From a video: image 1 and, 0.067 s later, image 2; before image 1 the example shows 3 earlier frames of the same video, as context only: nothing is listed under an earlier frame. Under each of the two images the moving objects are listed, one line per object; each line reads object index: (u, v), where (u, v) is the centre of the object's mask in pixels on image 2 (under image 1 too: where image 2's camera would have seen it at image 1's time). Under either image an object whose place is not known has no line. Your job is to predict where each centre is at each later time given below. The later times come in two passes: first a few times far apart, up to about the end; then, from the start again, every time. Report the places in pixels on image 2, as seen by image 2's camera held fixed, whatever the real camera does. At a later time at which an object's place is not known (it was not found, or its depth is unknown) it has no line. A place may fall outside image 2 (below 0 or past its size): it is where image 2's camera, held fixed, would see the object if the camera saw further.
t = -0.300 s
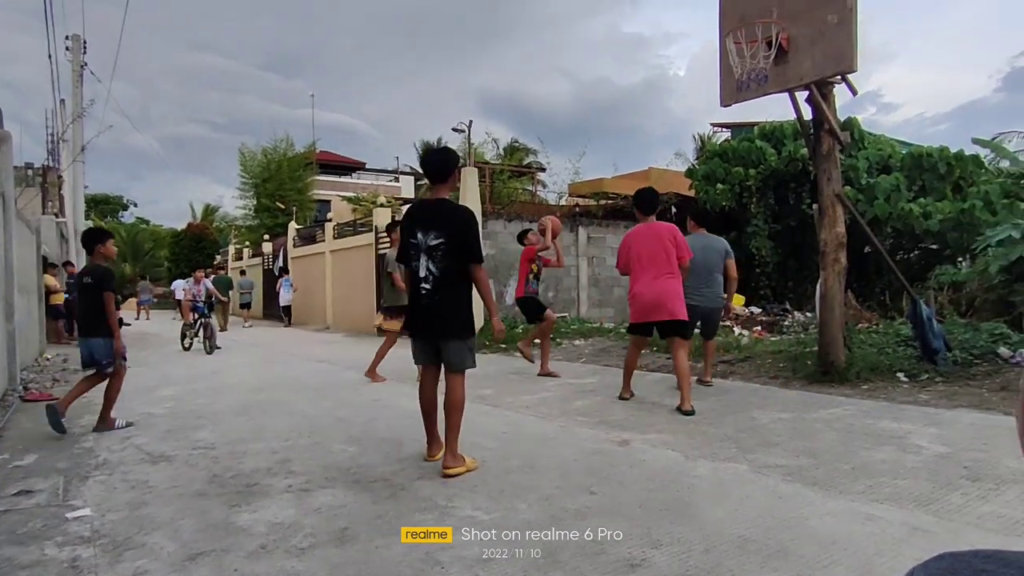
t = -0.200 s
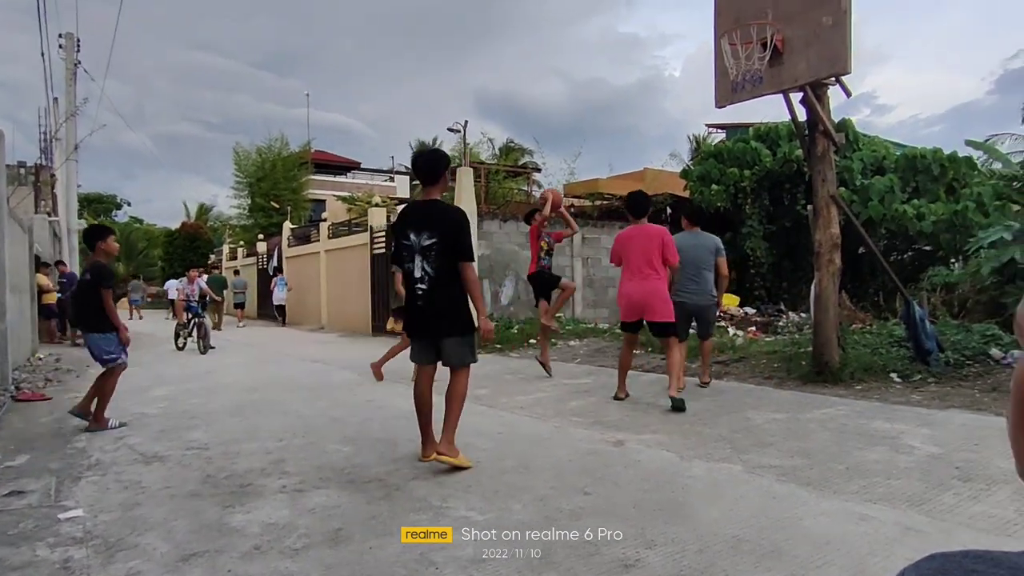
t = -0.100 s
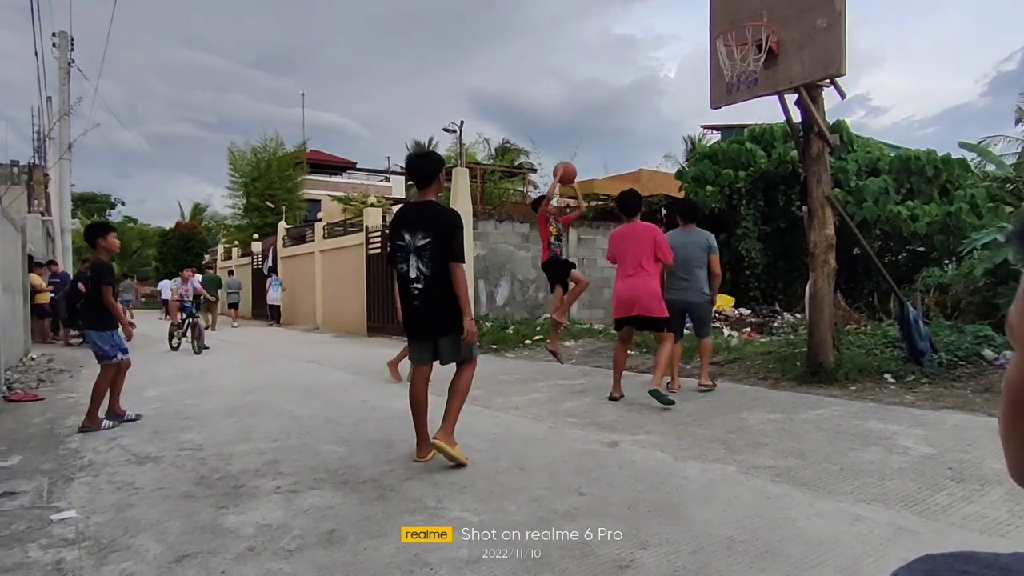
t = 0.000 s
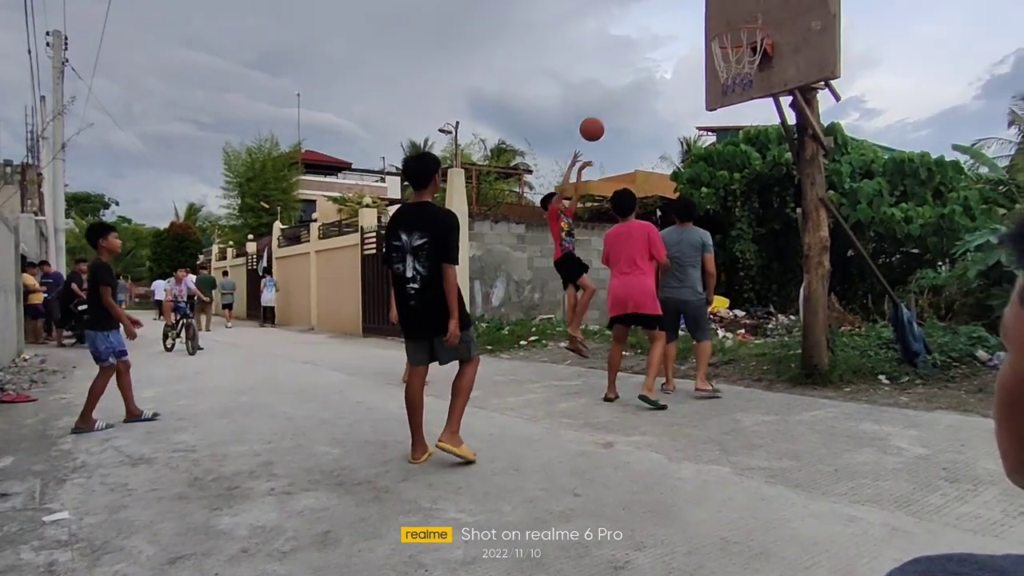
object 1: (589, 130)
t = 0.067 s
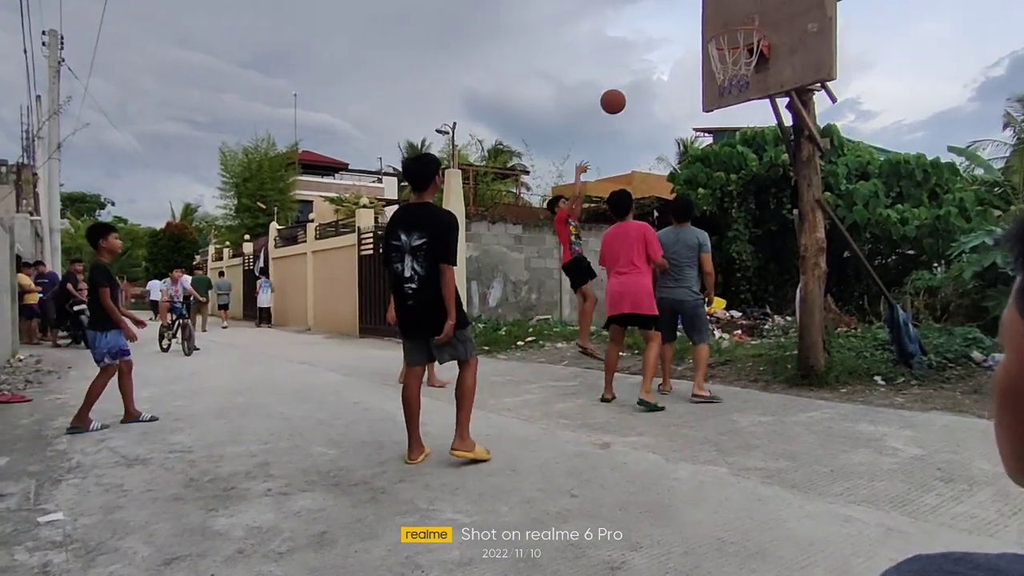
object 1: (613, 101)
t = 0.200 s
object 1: (665, 55)
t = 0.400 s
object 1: (719, 14)
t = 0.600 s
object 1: (743, 15)
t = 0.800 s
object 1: (770, 28)
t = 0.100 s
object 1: (625, 88)
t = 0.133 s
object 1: (638, 76)
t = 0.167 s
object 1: (651, 65)
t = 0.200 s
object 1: (665, 55)
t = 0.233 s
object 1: (678, 45)
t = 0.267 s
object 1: (692, 37)
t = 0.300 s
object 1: (706, 28)
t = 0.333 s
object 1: (712, 23)
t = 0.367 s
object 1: (717, 18)
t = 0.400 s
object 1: (719, 14)
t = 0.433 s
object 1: (722, 11)
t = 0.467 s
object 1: (726, 9)
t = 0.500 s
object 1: (731, 9)
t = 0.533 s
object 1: (735, 9)
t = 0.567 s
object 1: (739, 11)
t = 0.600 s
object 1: (743, 15)
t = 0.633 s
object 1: (747, 13)
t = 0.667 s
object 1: (751, 13)
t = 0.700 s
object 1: (756, 14)
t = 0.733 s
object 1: (761, 18)
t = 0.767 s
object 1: (765, 23)
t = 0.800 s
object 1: (770, 28)
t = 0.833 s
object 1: (775, 36)
